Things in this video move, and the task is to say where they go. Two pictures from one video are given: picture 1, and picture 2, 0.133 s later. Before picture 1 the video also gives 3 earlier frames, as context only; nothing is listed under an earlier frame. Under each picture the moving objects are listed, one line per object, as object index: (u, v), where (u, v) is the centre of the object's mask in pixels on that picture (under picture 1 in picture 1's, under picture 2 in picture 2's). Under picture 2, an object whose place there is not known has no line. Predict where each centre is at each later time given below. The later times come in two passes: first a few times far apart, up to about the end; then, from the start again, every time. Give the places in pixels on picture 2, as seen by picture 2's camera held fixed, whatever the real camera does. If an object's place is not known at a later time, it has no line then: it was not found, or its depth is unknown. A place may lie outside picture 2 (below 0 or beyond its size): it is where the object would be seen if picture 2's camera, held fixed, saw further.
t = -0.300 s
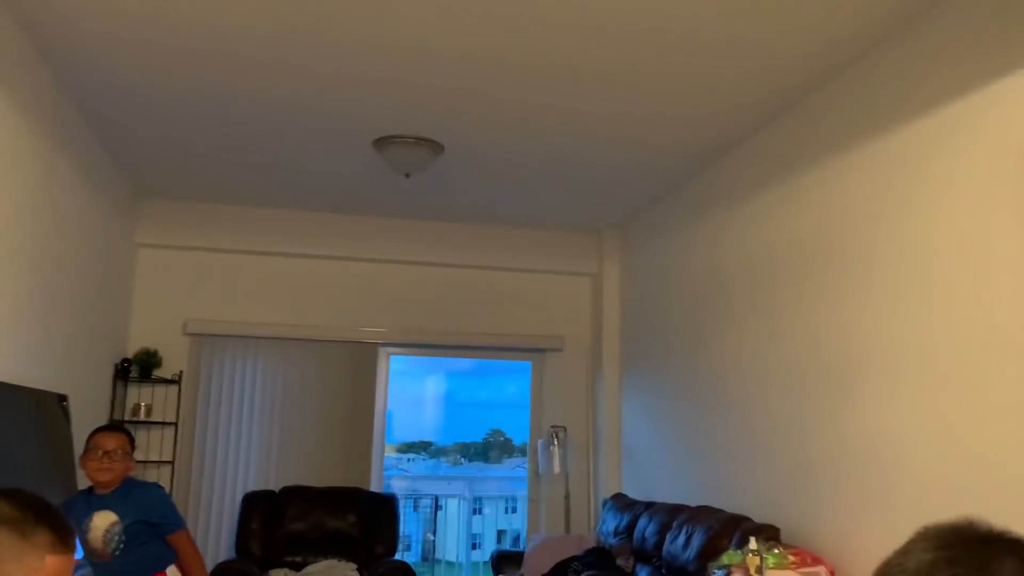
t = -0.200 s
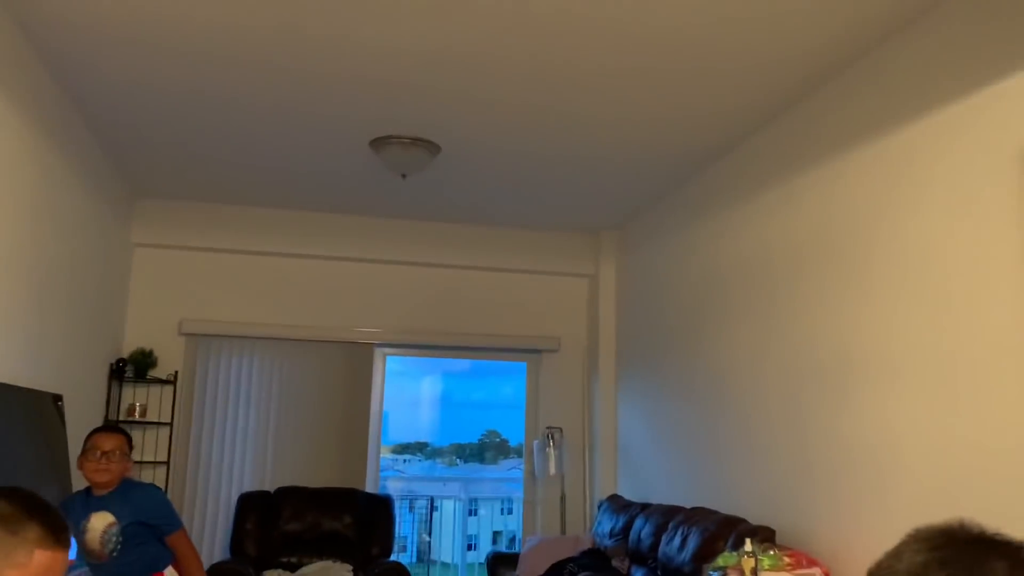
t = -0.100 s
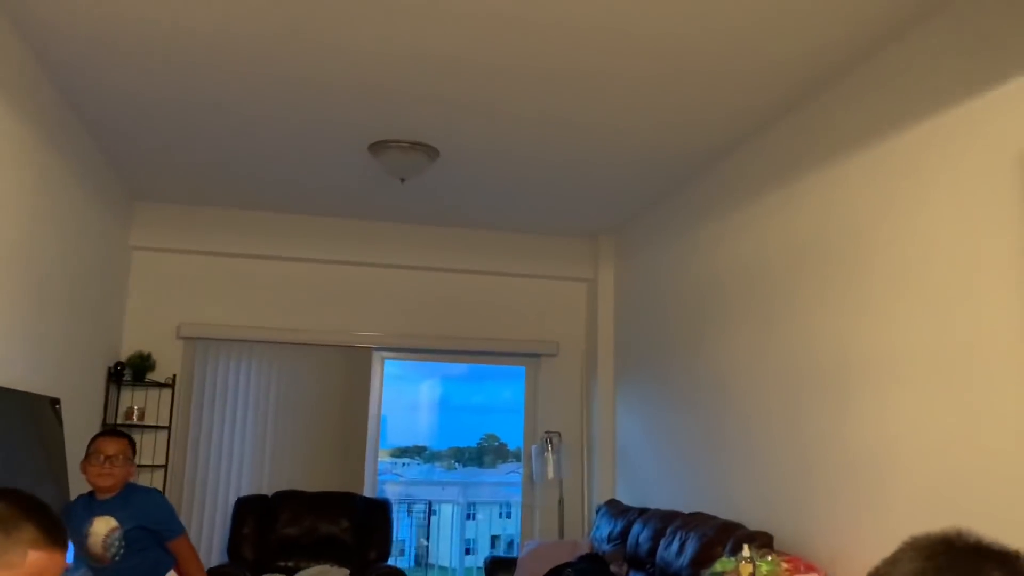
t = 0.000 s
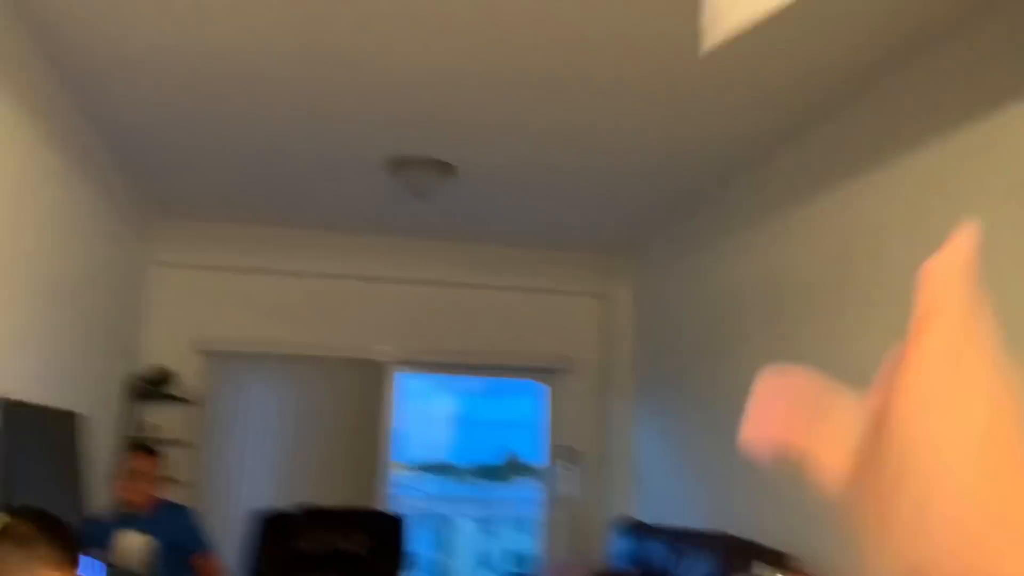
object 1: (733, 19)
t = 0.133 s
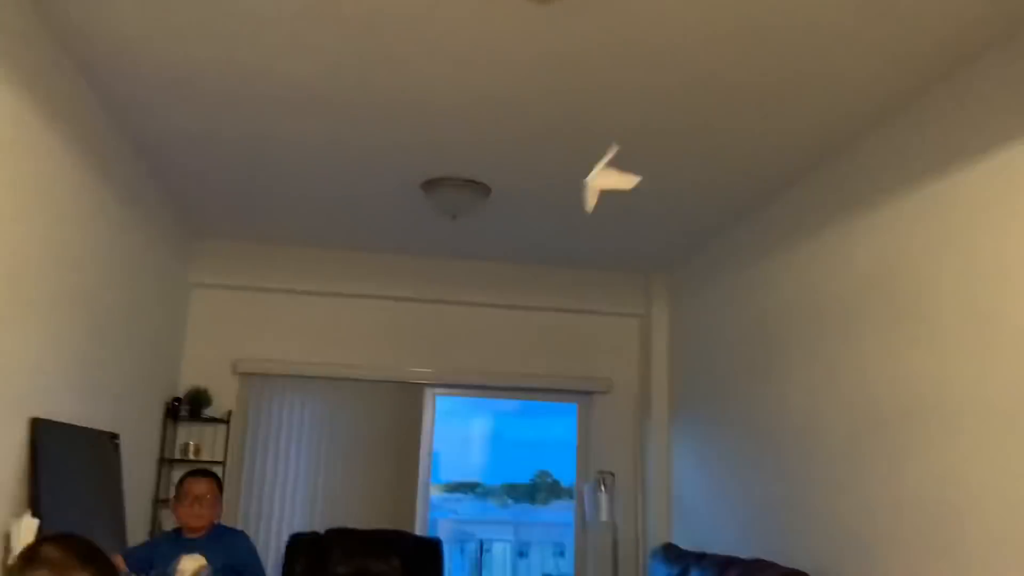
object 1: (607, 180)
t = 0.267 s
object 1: (549, 242)
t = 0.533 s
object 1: (440, 315)
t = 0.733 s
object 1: (349, 406)
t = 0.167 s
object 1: (586, 205)
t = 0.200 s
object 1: (573, 220)
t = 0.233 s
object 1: (560, 231)
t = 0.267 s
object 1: (549, 242)
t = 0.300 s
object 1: (537, 249)
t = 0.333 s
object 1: (524, 257)
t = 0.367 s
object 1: (512, 263)
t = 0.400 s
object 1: (500, 273)
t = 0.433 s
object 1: (483, 282)
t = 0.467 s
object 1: (469, 292)
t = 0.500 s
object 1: (455, 302)
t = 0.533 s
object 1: (440, 315)
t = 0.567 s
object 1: (426, 327)
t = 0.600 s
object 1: (412, 341)
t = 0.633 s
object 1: (395, 357)
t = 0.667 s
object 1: (378, 372)
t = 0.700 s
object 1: (365, 388)
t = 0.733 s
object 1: (349, 406)
